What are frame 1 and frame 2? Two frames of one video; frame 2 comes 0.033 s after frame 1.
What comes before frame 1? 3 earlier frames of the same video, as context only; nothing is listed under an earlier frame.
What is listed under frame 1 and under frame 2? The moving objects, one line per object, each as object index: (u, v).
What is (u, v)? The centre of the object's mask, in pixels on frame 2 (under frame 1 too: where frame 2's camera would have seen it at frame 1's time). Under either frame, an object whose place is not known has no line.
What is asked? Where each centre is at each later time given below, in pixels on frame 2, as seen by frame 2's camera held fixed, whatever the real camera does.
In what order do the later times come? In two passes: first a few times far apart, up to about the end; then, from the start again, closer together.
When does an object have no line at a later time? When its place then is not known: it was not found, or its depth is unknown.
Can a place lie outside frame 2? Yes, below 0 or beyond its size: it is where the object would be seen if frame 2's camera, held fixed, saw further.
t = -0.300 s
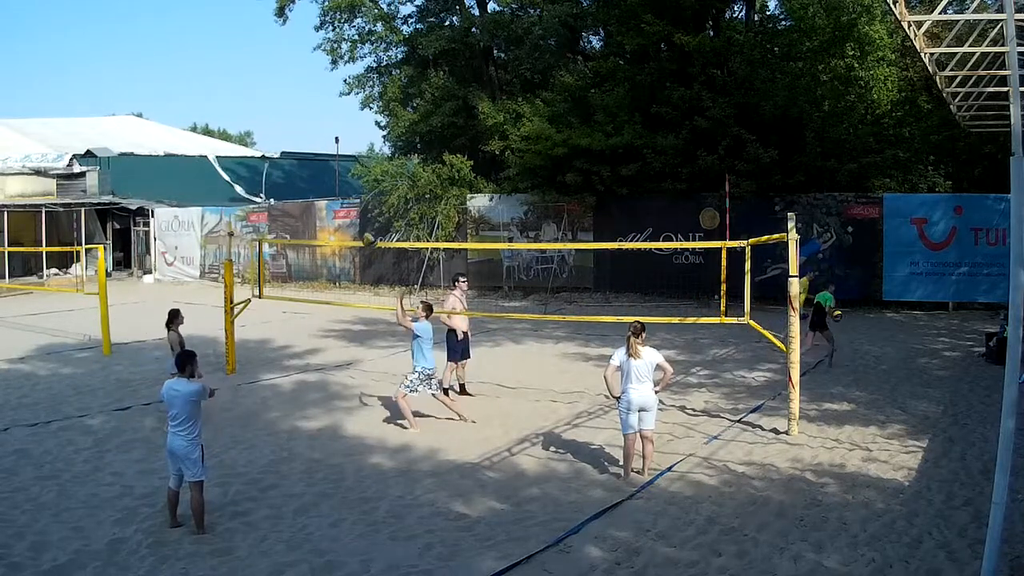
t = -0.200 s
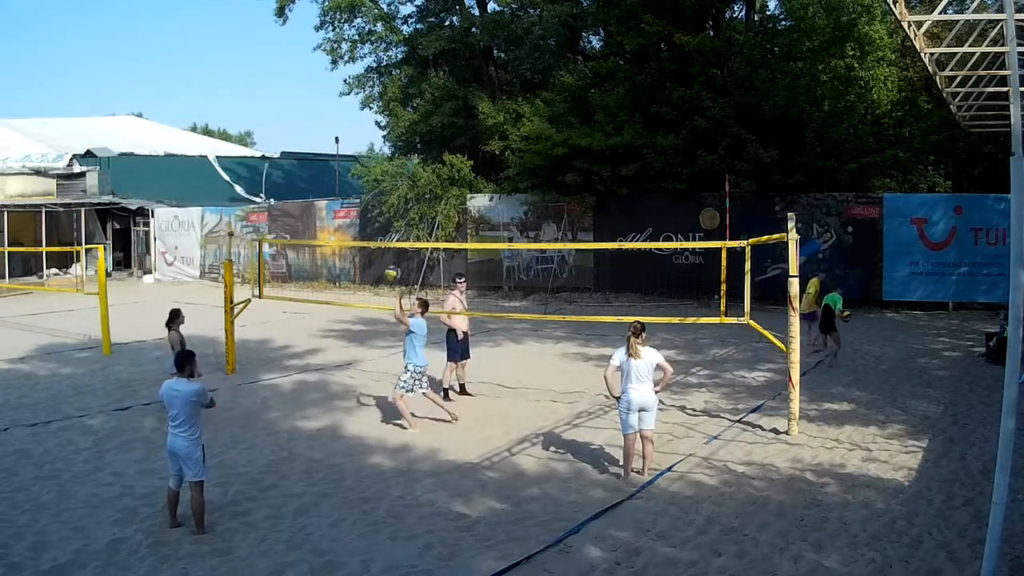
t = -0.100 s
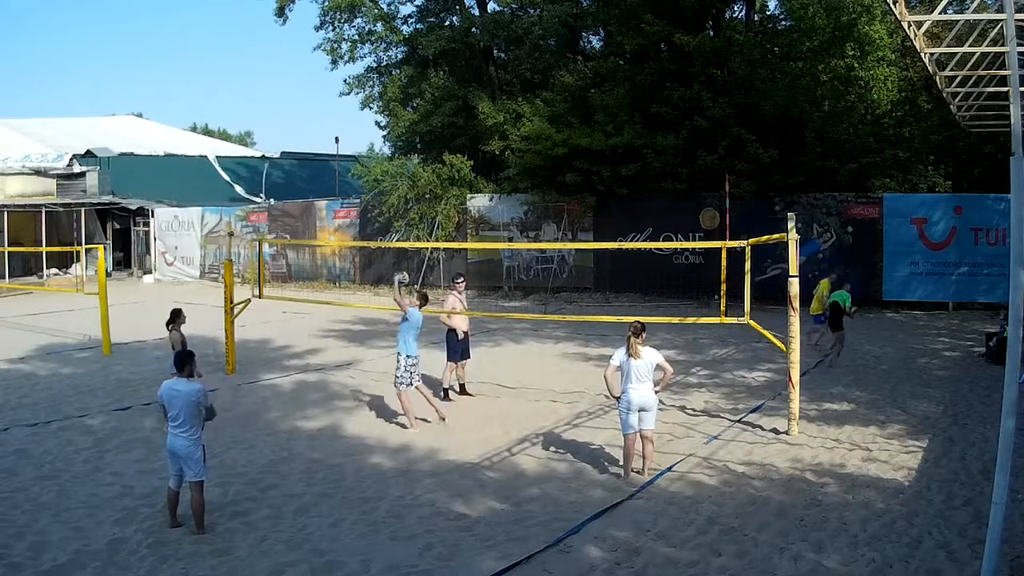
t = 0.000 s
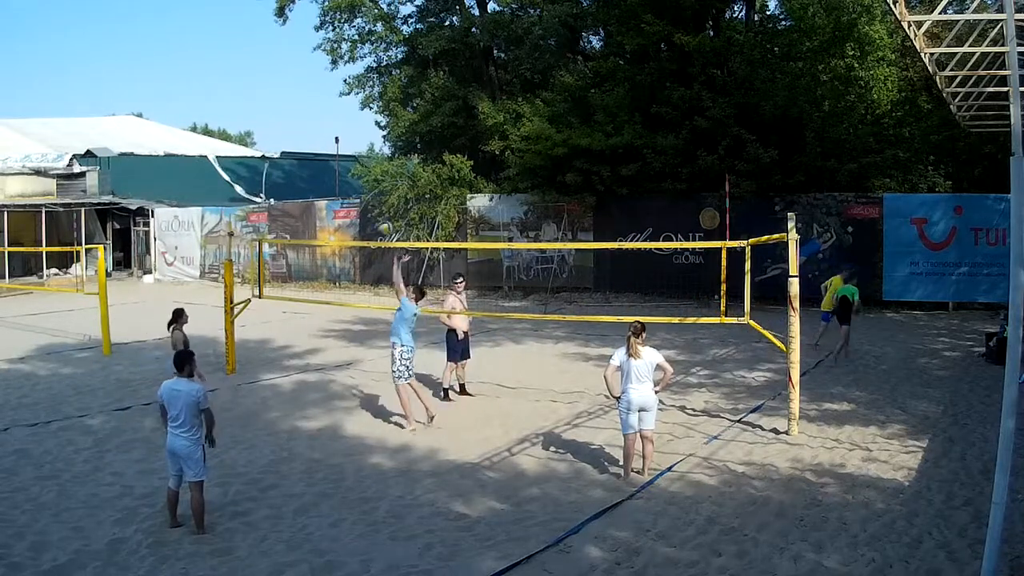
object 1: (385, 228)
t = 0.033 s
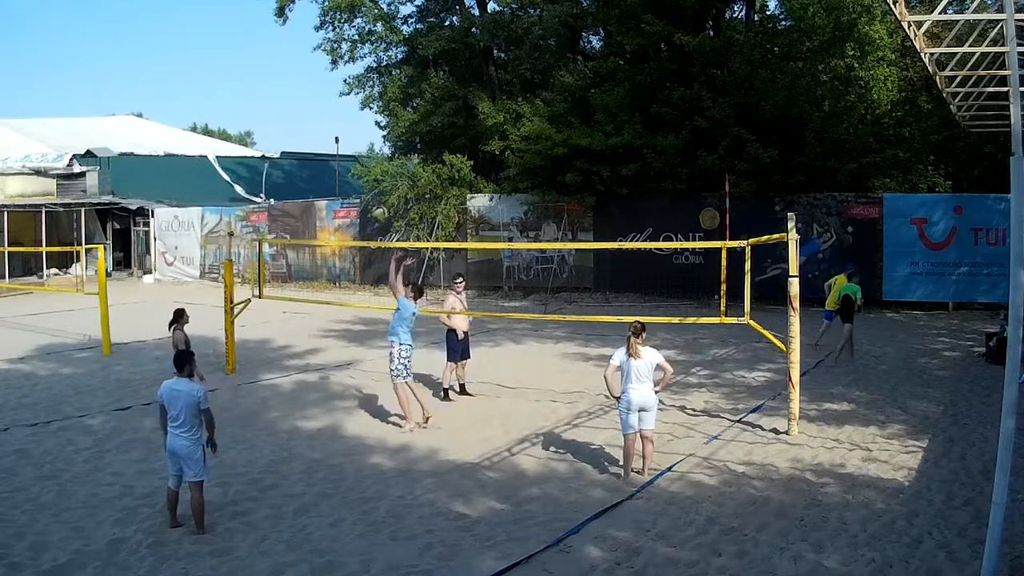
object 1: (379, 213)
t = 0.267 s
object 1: (344, 134)
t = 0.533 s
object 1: (308, 95)
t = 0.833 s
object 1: (272, 111)
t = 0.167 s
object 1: (360, 162)
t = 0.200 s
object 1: (354, 151)
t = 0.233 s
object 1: (349, 142)
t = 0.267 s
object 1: (344, 134)
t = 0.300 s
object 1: (340, 126)
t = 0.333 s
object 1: (335, 119)
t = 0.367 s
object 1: (330, 113)
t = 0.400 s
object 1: (326, 107)
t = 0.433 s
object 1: (321, 103)
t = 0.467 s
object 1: (317, 100)
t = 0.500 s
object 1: (313, 97)
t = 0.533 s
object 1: (308, 95)
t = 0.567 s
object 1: (304, 94)
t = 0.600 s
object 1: (300, 93)
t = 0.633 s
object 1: (296, 94)
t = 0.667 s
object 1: (292, 95)
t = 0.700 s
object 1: (288, 96)
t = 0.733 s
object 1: (284, 99)
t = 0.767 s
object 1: (280, 102)
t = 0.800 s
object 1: (276, 106)
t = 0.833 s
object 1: (272, 111)
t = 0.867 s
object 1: (268, 116)
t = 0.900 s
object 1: (264, 122)
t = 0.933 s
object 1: (260, 129)
